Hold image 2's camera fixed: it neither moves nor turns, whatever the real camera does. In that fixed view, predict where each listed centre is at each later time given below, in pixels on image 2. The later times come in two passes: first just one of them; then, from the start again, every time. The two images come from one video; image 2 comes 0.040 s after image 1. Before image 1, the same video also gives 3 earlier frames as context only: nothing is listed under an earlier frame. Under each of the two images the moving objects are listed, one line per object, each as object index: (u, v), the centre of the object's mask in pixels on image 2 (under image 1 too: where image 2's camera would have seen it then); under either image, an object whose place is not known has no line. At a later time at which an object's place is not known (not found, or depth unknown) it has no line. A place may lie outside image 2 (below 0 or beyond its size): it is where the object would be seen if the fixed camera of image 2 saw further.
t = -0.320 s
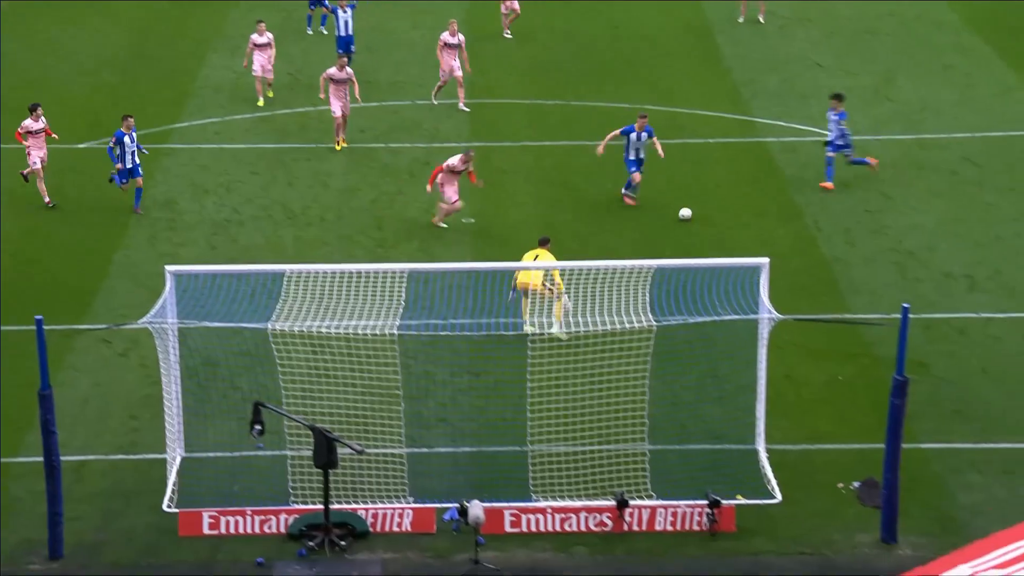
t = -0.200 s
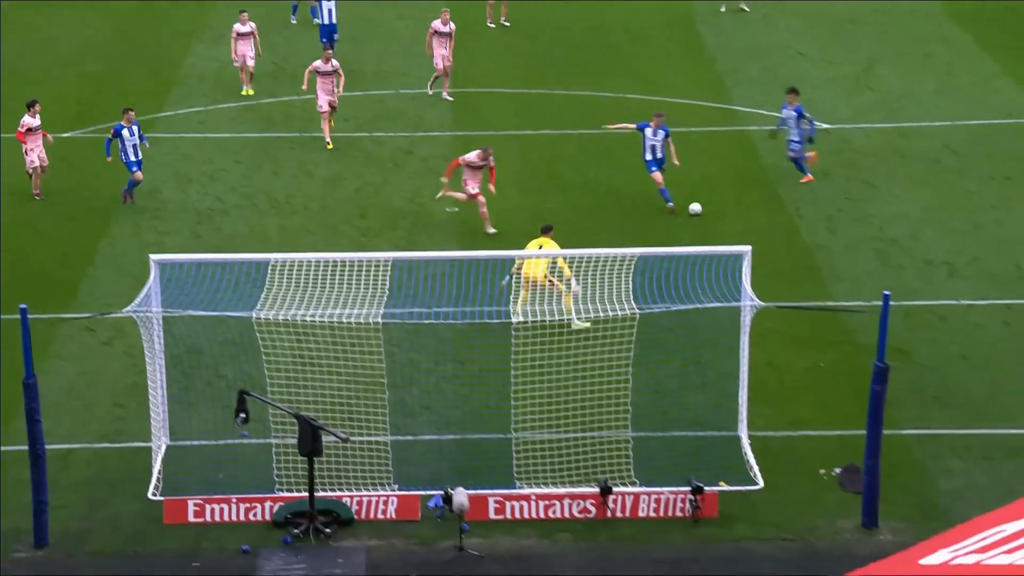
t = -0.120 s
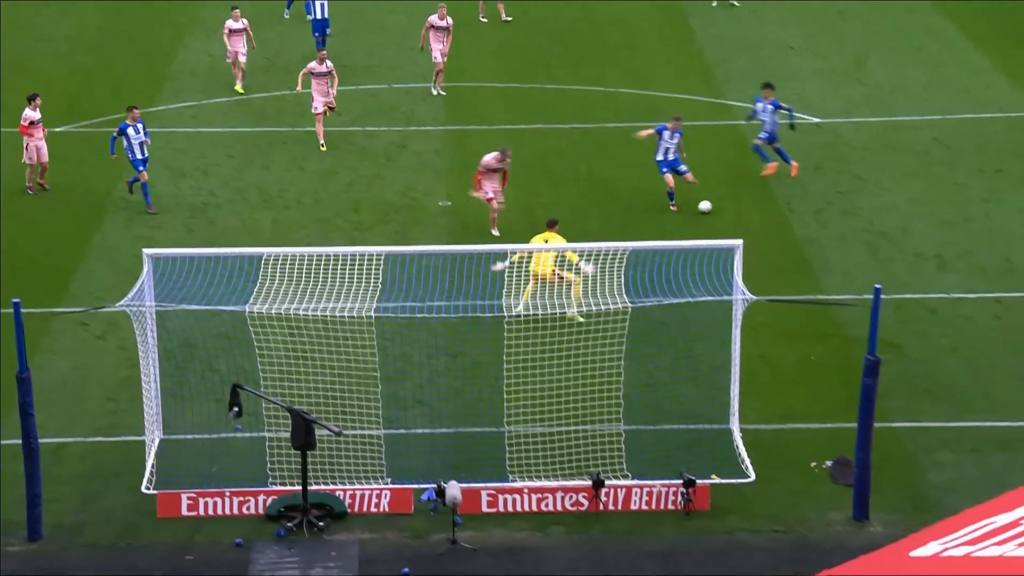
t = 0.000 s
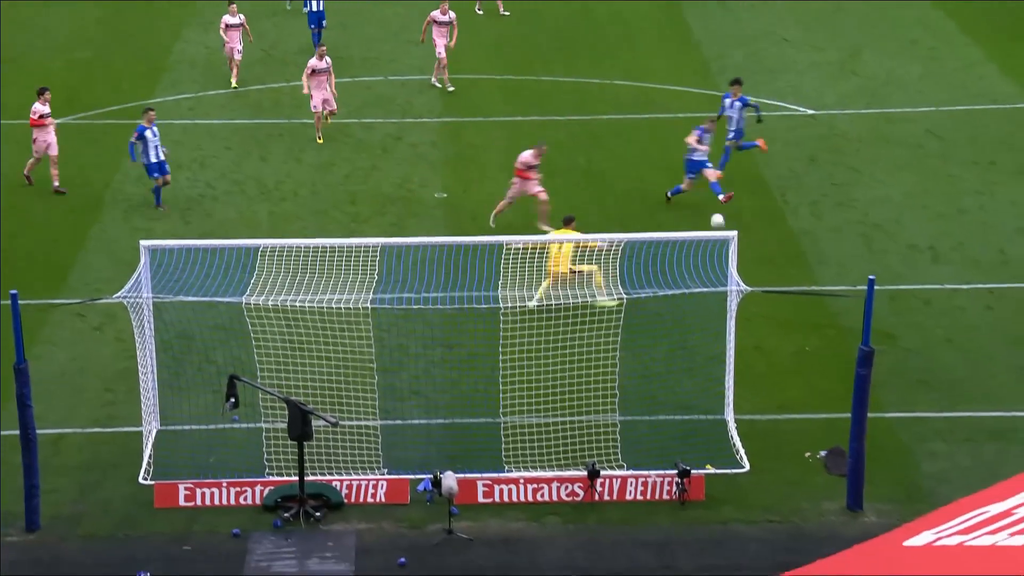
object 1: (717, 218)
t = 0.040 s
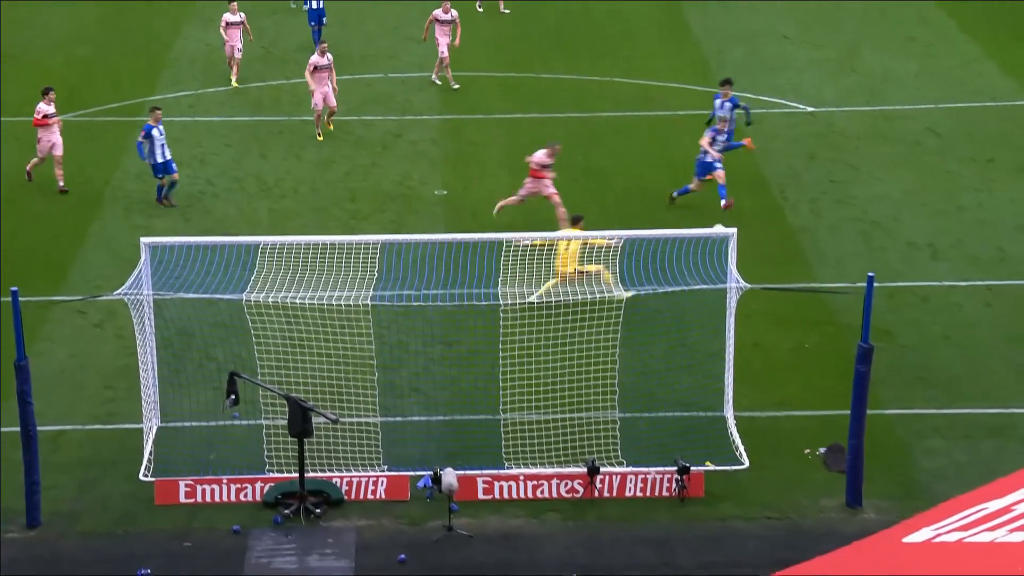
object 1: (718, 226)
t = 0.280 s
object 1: (701, 353)
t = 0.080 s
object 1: (719, 245)
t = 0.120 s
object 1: (718, 263)
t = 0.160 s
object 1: (716, 281)
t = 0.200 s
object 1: (713, 303)
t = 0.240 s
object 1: (708, 327)
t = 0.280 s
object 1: (701, 353)
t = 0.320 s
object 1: (692, 381)
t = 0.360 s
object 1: (682, 413)
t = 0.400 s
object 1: (675, 439)
